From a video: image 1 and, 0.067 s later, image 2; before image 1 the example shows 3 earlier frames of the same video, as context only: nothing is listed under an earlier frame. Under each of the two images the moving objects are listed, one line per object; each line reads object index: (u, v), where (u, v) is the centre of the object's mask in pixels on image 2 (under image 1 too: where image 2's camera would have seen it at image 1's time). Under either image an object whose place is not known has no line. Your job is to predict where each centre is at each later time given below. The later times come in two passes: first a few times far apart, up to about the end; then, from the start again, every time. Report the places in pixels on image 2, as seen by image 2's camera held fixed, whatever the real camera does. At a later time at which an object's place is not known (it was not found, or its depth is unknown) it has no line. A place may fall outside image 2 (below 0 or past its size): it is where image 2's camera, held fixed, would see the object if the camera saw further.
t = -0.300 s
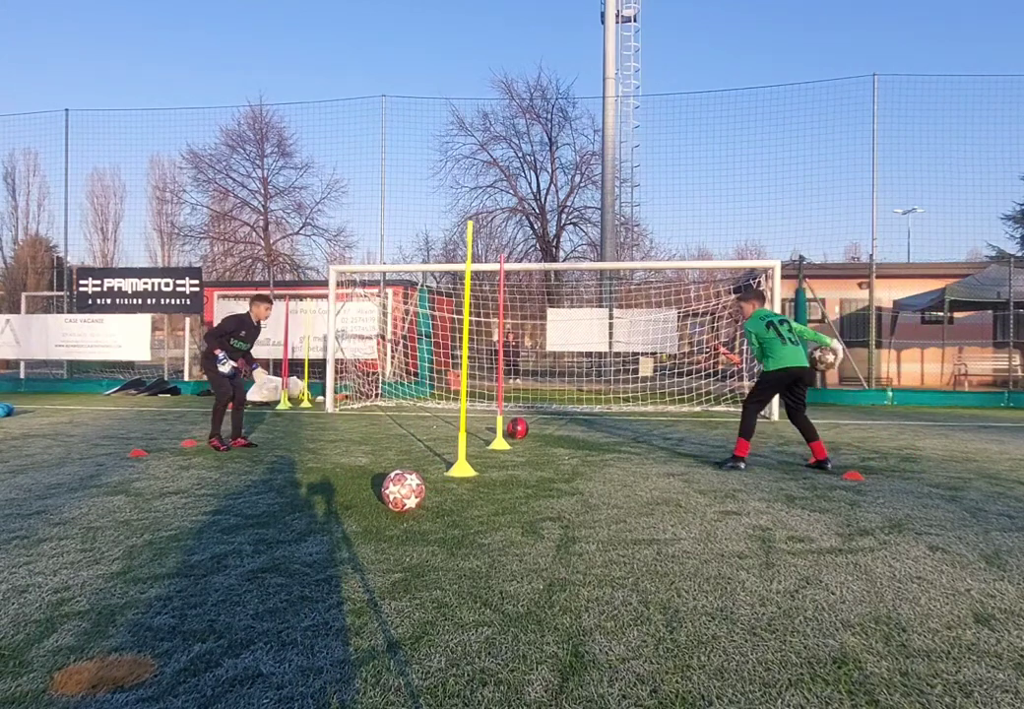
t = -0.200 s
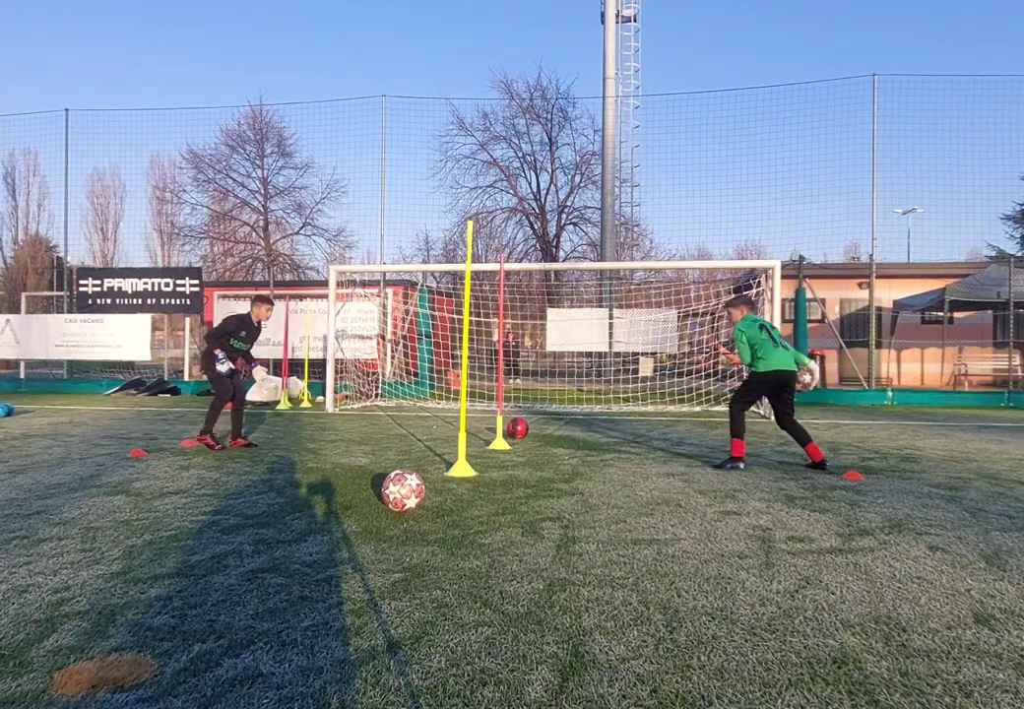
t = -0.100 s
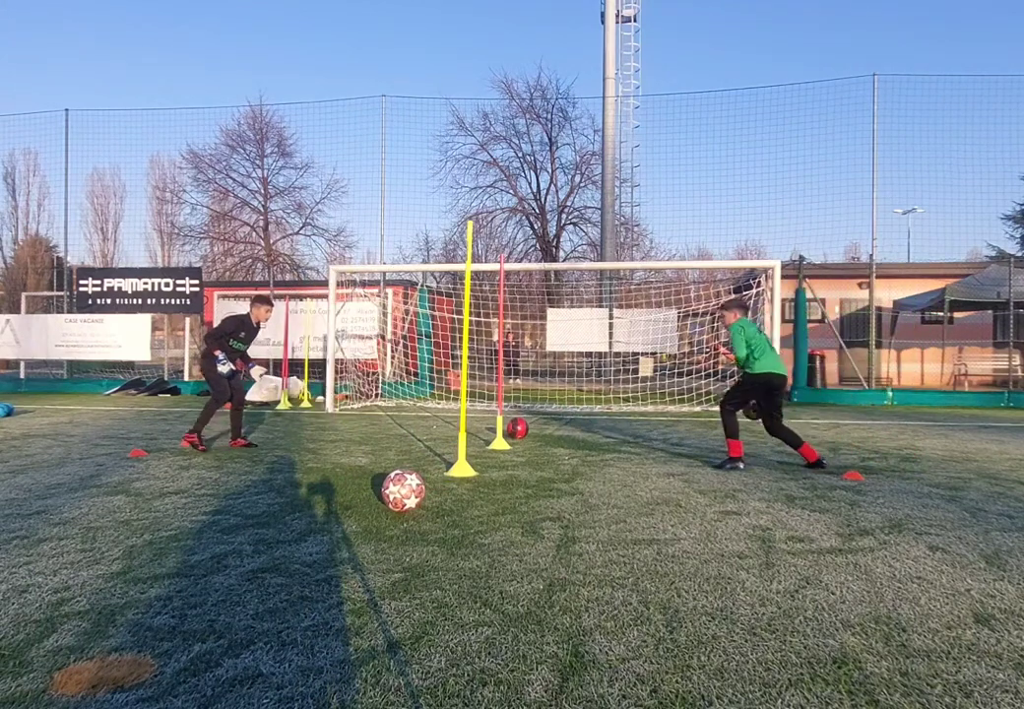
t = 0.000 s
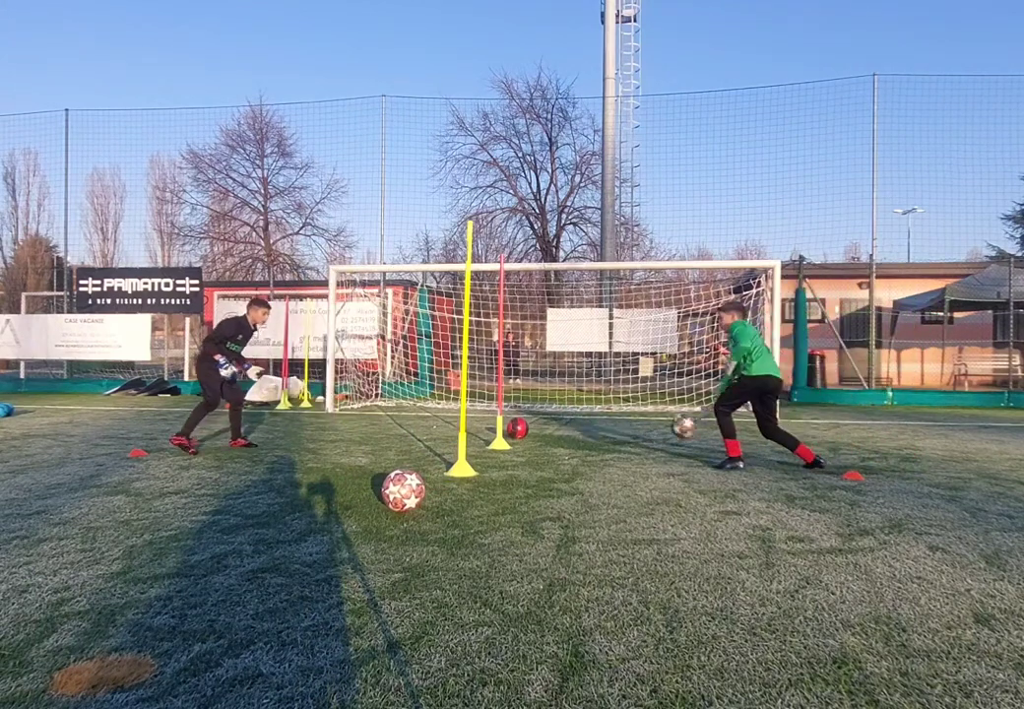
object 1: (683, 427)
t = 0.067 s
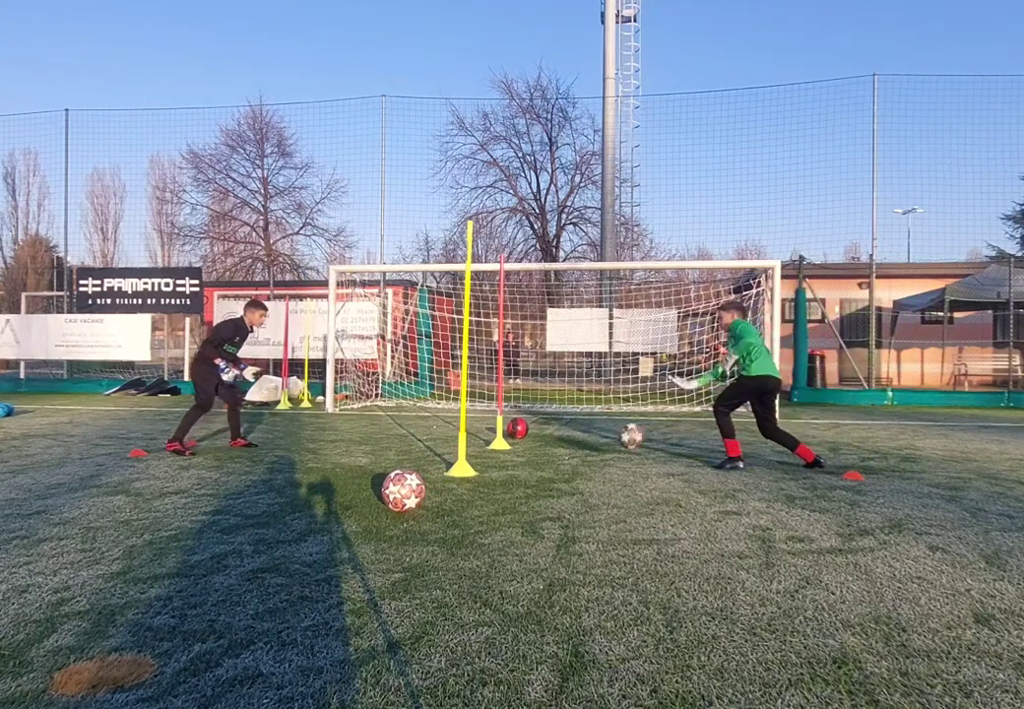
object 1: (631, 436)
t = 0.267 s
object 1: (493, 433)
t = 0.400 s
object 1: (411, 441)
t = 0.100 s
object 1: (605, 443)
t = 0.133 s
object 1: (581, 448)
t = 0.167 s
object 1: (560, 444)
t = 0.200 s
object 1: (538, 438)
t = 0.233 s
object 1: (516, 434)
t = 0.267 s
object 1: (493, 433)
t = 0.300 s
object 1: (476, 433)
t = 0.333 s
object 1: (450, 434)
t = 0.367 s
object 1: (432, 437)
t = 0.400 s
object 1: (411, 441)
